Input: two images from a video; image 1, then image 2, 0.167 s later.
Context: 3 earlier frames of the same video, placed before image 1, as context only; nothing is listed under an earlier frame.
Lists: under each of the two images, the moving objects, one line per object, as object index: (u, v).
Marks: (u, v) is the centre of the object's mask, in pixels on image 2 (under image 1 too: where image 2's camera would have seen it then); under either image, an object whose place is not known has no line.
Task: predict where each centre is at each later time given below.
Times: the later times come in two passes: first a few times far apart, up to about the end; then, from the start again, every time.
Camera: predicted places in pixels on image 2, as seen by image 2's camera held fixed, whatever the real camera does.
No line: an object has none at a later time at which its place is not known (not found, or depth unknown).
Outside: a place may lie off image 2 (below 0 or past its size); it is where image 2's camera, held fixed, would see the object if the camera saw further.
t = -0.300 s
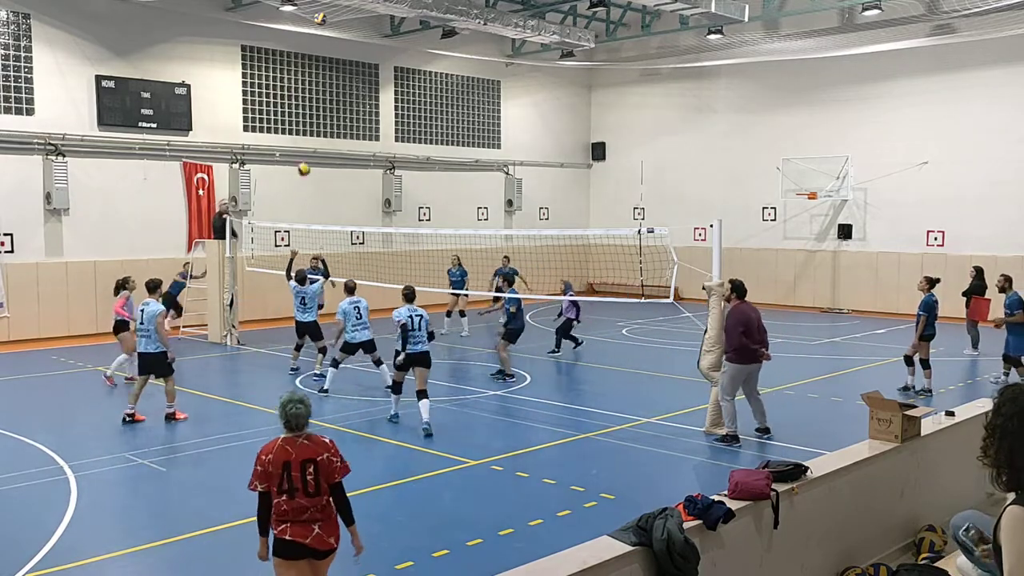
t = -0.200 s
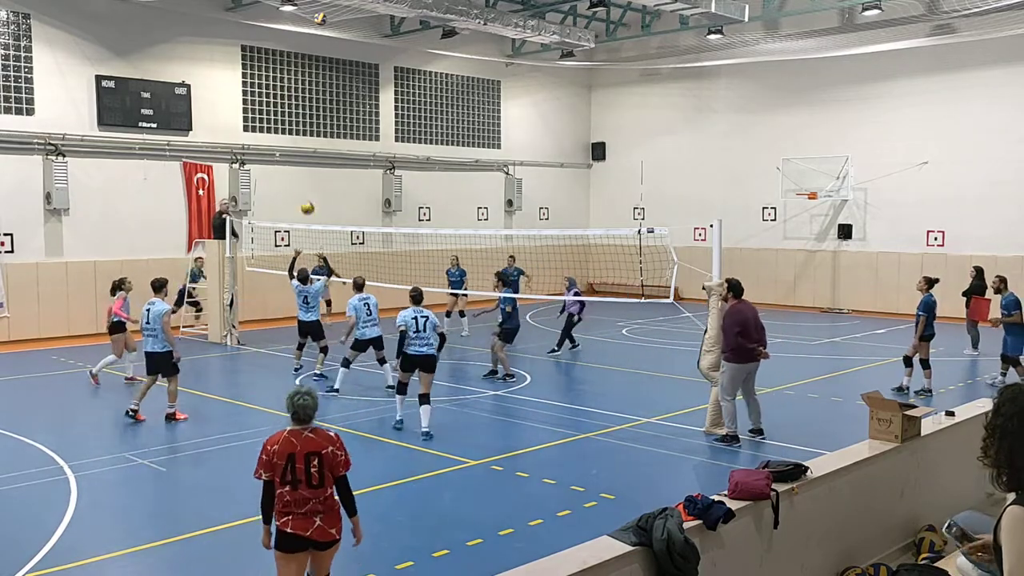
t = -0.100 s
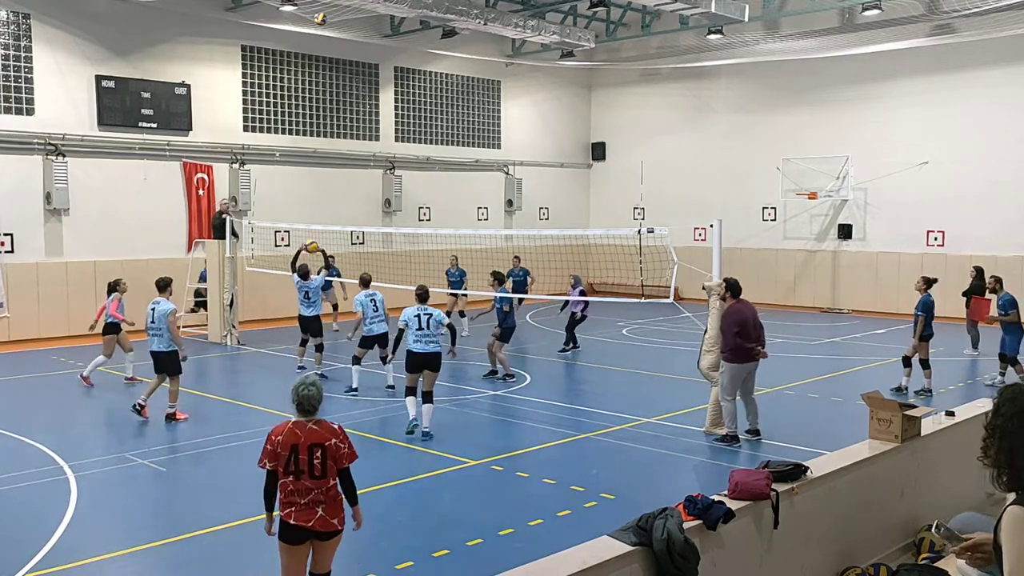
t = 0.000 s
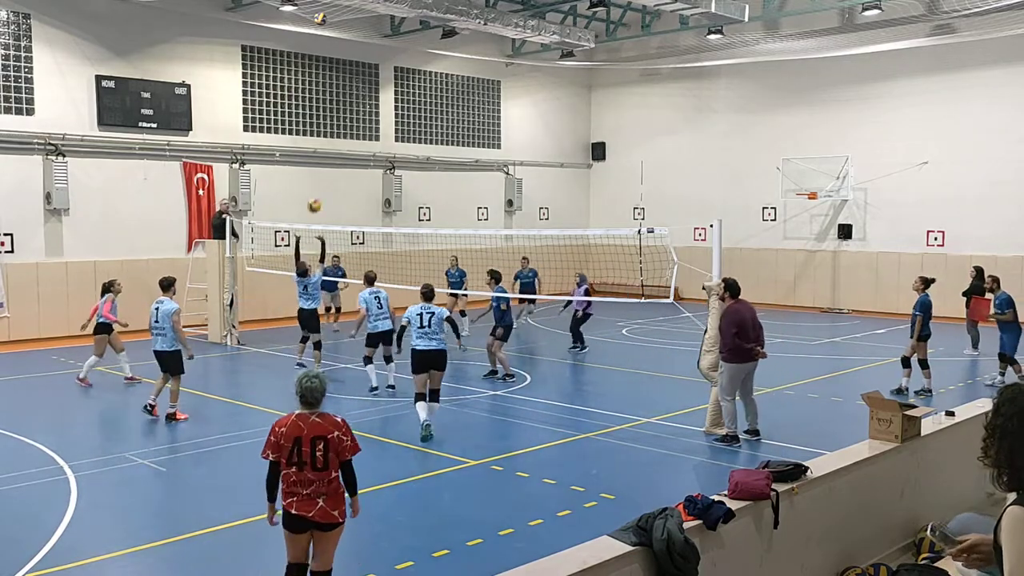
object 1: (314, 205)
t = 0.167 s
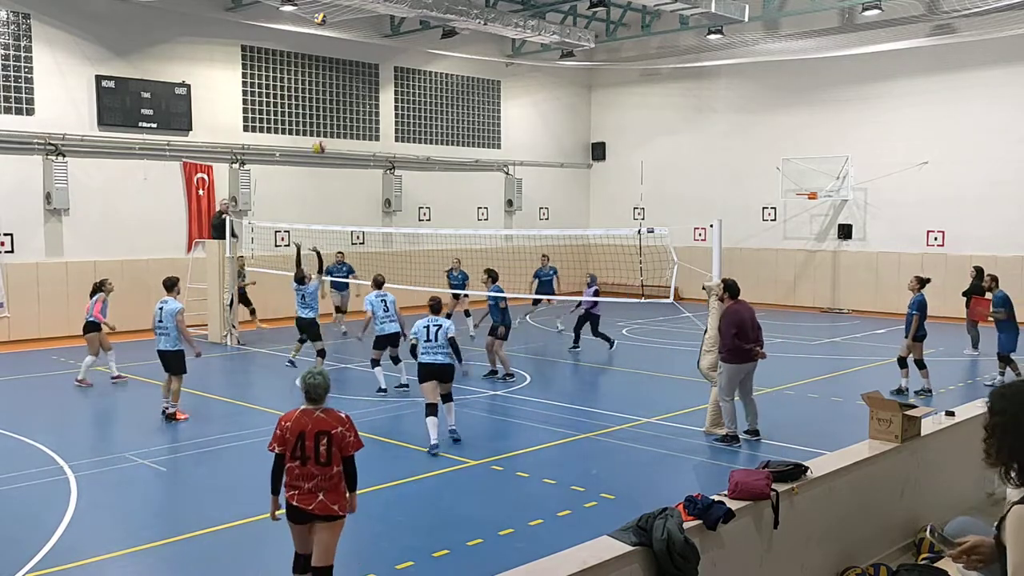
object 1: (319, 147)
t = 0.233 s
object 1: (320, 129)
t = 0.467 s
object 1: (329, 85)
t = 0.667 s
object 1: (335, 79)
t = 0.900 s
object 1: (346, 105)
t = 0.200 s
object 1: (320, 137)
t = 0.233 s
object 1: (320, 129)
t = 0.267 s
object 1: (322, 121)
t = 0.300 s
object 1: (323, 113)
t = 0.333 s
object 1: (324, 105)
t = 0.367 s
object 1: (325, 100)
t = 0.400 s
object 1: (326, 94)
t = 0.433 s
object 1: (327, 90)
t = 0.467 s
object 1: (329, 85)
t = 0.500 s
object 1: (329, 83)
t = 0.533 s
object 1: (331, 81)
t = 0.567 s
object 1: (332, 80)
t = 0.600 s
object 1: (332, 79)
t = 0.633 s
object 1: (333, 79)
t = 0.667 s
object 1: (335, 79)
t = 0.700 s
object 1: (337, 80)
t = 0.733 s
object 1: (338, 83)
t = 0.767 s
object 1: (340, 85)
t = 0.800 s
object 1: (341, 89)
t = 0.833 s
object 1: (343, 93)
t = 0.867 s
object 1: (344, 99)
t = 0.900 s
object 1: (346, 105)
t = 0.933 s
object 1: (346, 112)
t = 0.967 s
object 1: (347, 120)
